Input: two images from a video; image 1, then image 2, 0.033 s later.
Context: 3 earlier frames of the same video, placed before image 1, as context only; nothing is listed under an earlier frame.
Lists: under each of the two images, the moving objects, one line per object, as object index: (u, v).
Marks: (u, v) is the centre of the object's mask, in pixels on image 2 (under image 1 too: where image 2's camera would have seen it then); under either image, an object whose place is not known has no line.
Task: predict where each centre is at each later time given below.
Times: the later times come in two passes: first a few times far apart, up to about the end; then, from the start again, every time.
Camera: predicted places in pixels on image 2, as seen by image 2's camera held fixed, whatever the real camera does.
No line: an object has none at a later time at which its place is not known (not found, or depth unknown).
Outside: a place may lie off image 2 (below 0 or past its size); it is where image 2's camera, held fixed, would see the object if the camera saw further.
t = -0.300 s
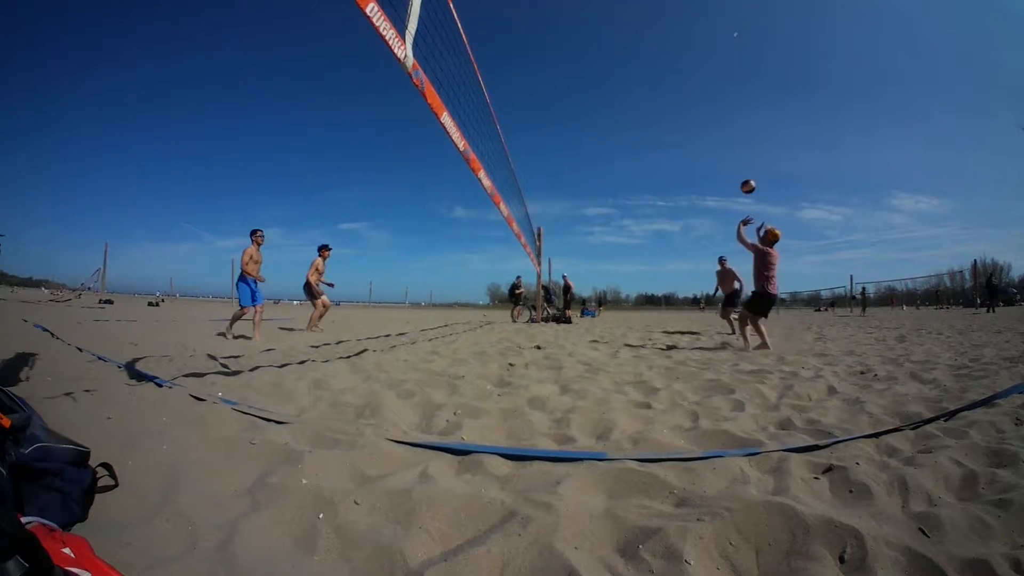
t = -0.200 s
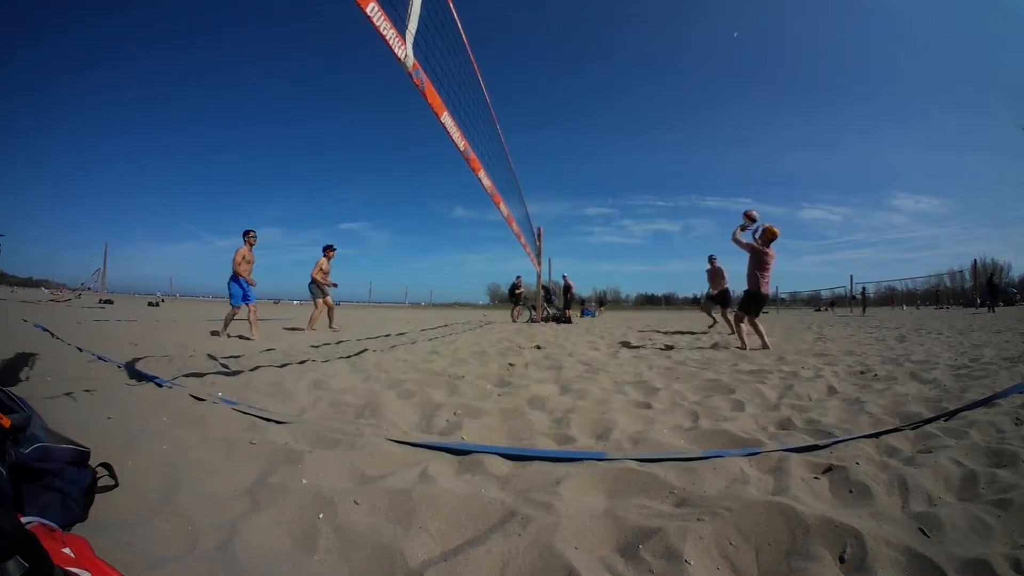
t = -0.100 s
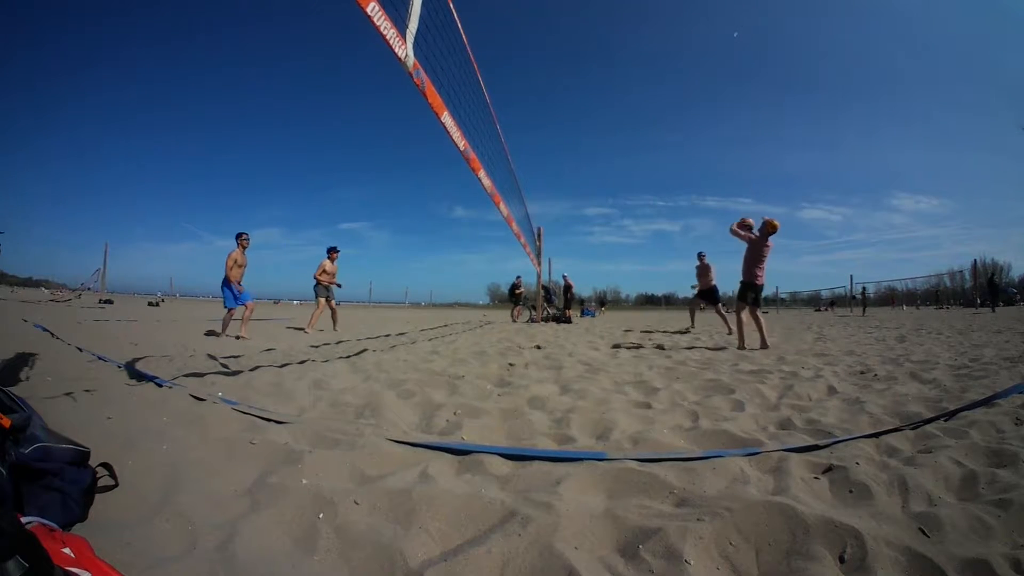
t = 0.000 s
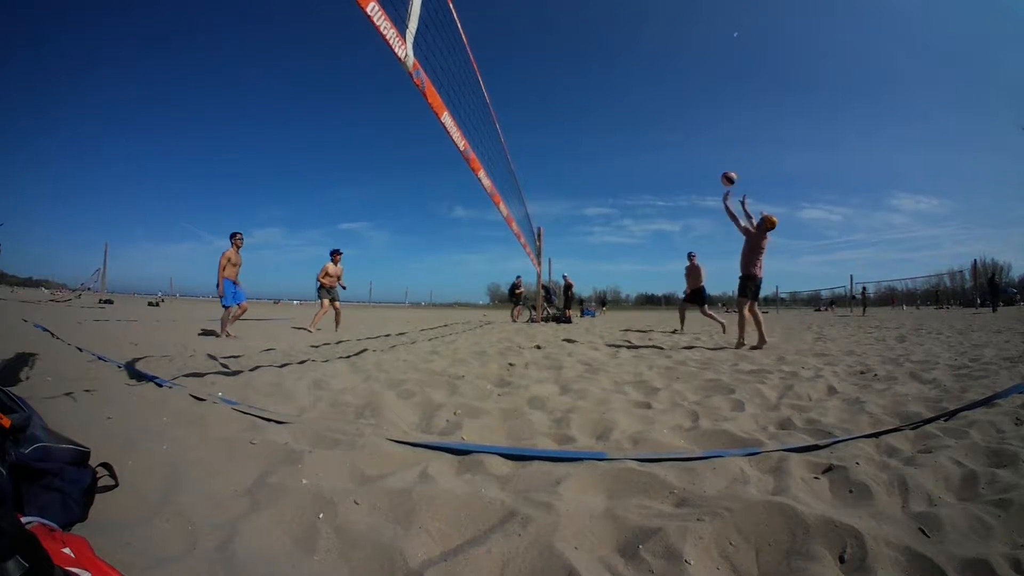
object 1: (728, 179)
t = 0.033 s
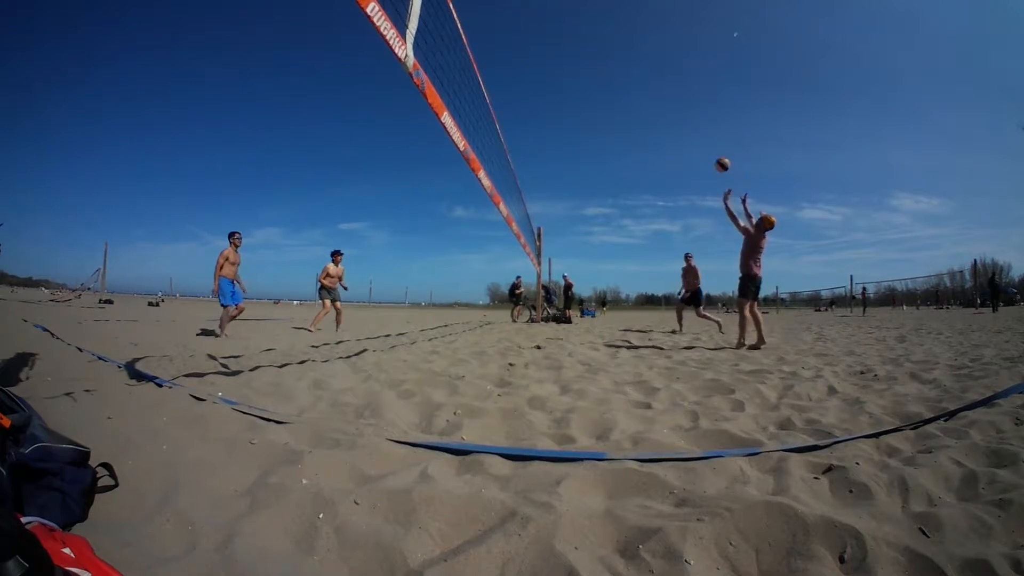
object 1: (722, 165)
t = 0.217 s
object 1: (691, 109)
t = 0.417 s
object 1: (665, 80)
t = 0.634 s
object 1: (646, 73)
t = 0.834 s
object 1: (634, 82)
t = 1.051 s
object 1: (625, 111)
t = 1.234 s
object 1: (621, 152)
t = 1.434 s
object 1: (618, 217)
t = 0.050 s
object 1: (719, 158)
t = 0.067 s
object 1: (716, 152)
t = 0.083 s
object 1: (713, 146)
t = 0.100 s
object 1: (710, 141)
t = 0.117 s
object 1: (707, 136)
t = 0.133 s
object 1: (704, 130)
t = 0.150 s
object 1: (701, 126)
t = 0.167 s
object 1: (699, 121)
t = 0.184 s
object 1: (696, 117)
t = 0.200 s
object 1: (694, 113)
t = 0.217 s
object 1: (691, 109)
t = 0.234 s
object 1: (689, 106)
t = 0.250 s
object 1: (686, 102)
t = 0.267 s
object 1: (684, 100)
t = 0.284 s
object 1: (682, 97)
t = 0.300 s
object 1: (679, 94)
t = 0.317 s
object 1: (677, 91)
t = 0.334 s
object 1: (675, 89)
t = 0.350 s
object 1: (673, 87)
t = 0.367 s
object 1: (671, 85)
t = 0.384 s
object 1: (669, 83)
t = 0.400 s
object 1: (667, 82)
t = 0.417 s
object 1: (665, 80)
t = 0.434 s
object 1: (663, 79)
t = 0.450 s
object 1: (662, 78)
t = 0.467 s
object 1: (660, 77)
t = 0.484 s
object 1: (658, 76)
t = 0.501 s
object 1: (657, 75)
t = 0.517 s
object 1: (655, 74)
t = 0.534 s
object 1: (654, 74)
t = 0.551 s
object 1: (652, 73)
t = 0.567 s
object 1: (651, 73)
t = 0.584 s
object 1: (650, 73)
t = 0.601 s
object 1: (648, 73)
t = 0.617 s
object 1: (647, 72)
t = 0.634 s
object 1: (646, 73)
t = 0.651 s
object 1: (645, 73)
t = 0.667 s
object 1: (644, 73)
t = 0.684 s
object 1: (643, 73)
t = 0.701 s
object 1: (642, 74)
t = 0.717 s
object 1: (640, 74)
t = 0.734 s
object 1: (639, 75)
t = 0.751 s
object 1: (638, 76)
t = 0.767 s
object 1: (638, 77)
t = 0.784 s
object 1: (637, 78)
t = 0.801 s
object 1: (636, 79)
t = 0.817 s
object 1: (635, 80)
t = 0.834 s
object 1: (634, 82)
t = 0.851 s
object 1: (633, 83)
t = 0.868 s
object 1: (632, 85)
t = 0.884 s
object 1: (632, 87)
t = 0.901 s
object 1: (631, 89)
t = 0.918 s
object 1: (630, 91)
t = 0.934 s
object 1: (630, 93)
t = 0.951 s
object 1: (629, 95)
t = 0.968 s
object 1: (628, 97)
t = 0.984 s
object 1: (628, 100)
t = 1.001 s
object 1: (627, 102)
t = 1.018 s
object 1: (626, 105)
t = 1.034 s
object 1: (626, 108)
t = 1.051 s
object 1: (625, 111)
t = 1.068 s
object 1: (625, 114)
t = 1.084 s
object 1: (624, 117)
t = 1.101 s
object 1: (624, 121)
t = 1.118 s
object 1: (624, 124)
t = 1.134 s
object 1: (623, 128)
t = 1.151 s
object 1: (623, 131)
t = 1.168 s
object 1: (622, 135)
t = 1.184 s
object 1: (622, 139)
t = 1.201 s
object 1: (621, 143)
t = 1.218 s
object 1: (621, 147)
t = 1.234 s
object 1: (621, 152)
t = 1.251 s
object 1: (620, 157)
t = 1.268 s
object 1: (620, 162)
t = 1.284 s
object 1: (620, 167)
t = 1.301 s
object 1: (620, 172)
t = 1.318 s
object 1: (619, 177)
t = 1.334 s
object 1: (619, 182)
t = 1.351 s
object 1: (619, 188)
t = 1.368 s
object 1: (619, 193)
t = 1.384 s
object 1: (619, 199)
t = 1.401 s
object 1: (619, 205)
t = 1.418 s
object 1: (619, 211)
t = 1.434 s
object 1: (618, 217)
